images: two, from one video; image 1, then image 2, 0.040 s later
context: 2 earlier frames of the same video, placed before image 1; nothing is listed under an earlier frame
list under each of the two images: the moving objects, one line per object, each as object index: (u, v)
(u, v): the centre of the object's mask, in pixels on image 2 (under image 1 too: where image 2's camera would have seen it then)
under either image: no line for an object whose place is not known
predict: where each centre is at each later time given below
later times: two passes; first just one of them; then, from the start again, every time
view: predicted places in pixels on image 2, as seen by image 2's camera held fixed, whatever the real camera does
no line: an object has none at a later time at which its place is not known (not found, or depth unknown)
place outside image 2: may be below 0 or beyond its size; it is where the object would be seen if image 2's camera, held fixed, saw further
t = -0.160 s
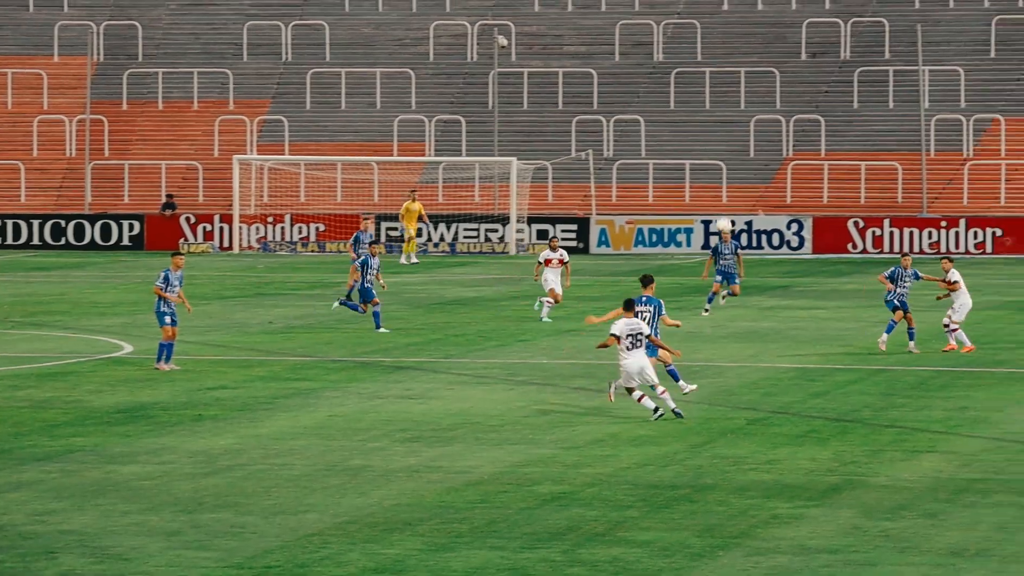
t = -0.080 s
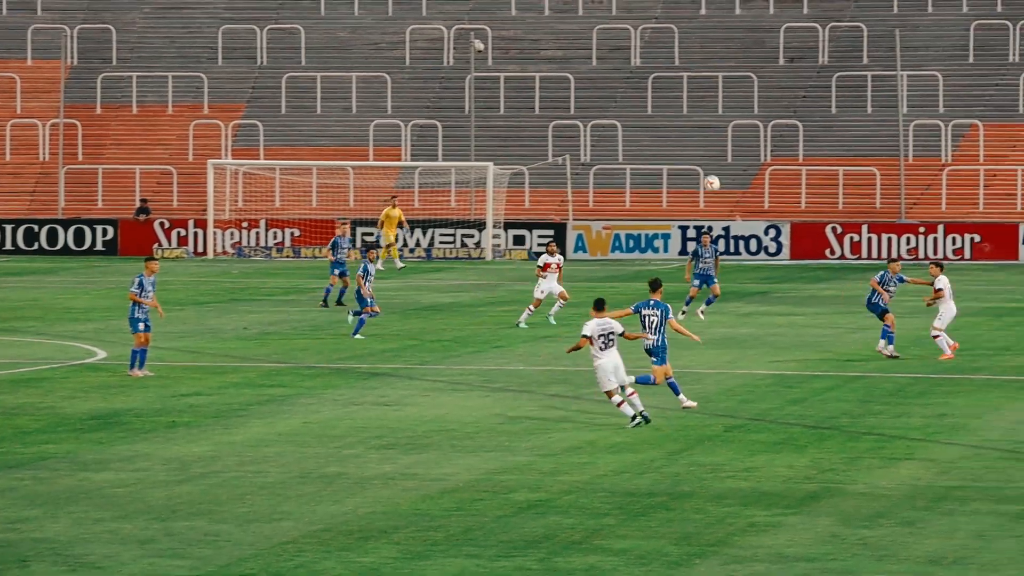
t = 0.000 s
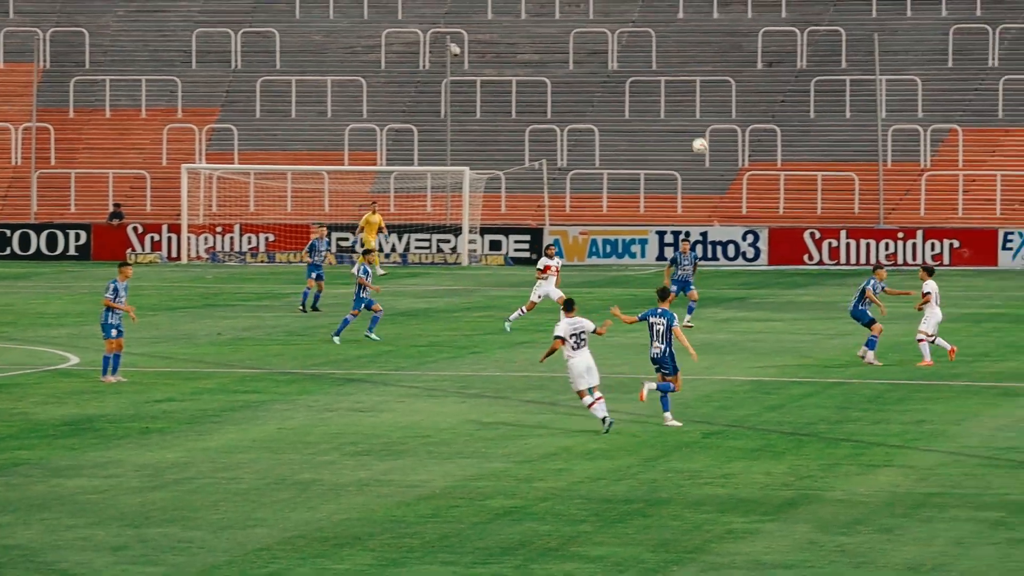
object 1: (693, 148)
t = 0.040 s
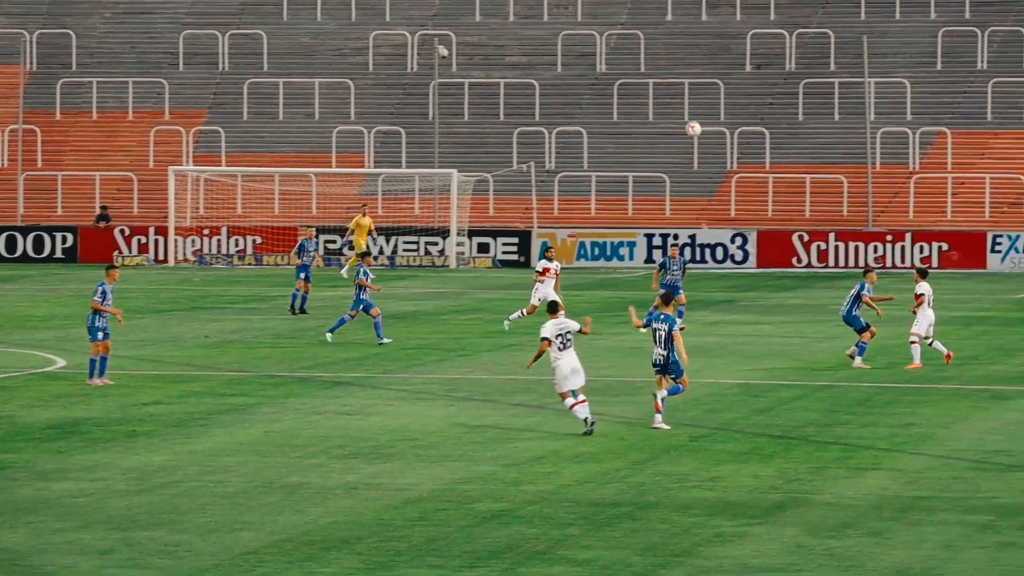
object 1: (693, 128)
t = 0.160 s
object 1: (700, 84)
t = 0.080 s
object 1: (693, 112)
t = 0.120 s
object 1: (694, 95)
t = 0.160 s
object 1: (700, 84)
